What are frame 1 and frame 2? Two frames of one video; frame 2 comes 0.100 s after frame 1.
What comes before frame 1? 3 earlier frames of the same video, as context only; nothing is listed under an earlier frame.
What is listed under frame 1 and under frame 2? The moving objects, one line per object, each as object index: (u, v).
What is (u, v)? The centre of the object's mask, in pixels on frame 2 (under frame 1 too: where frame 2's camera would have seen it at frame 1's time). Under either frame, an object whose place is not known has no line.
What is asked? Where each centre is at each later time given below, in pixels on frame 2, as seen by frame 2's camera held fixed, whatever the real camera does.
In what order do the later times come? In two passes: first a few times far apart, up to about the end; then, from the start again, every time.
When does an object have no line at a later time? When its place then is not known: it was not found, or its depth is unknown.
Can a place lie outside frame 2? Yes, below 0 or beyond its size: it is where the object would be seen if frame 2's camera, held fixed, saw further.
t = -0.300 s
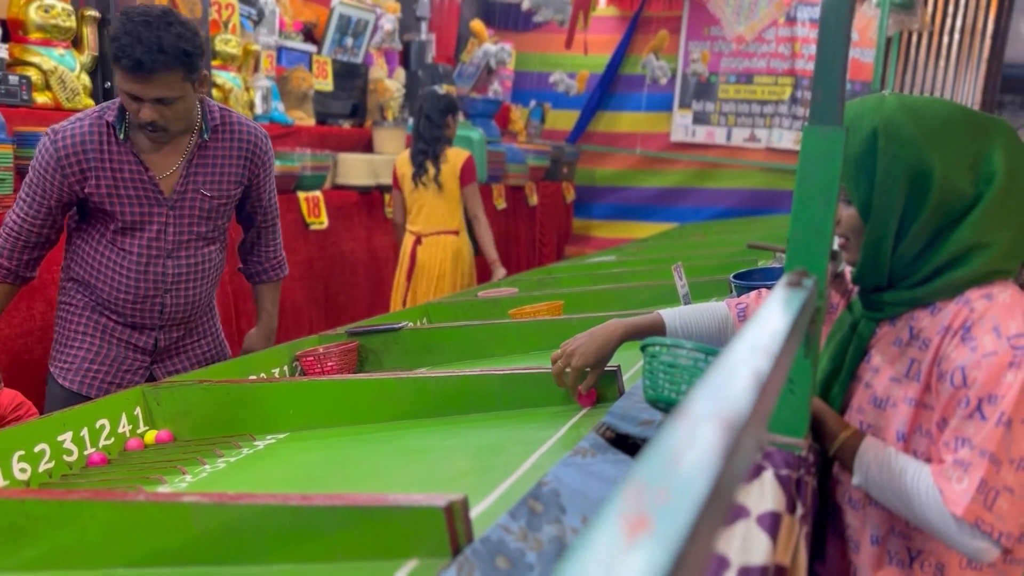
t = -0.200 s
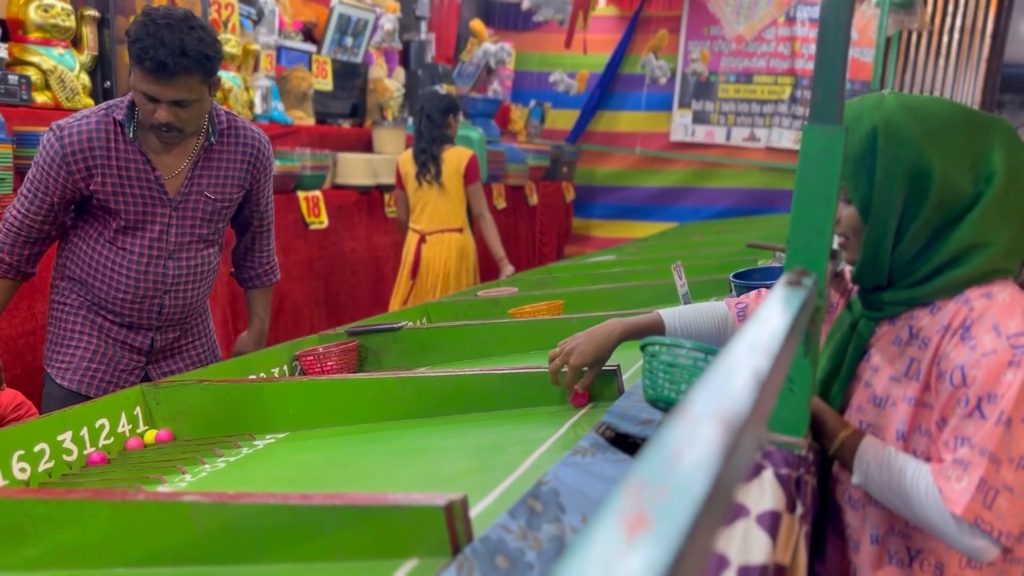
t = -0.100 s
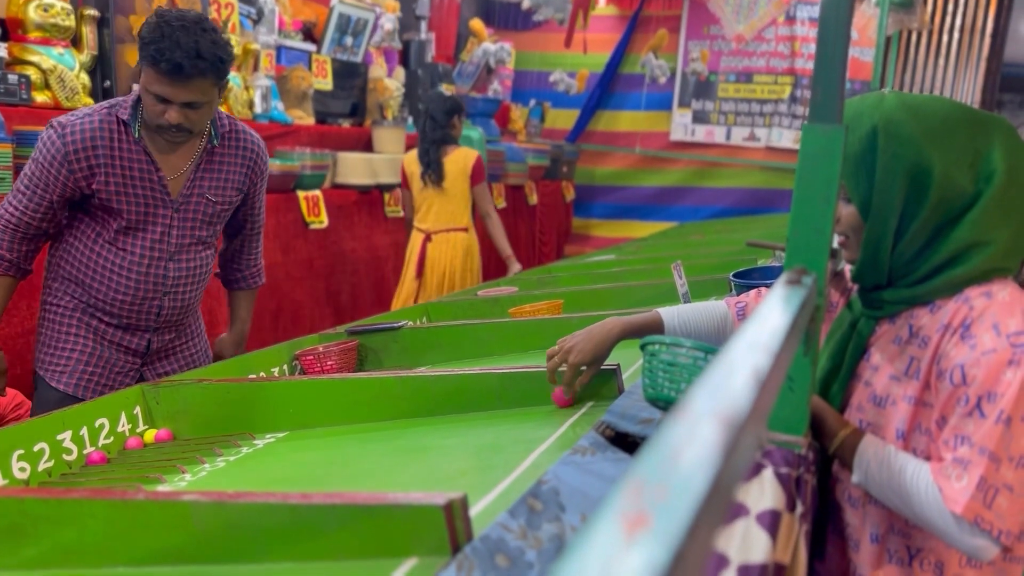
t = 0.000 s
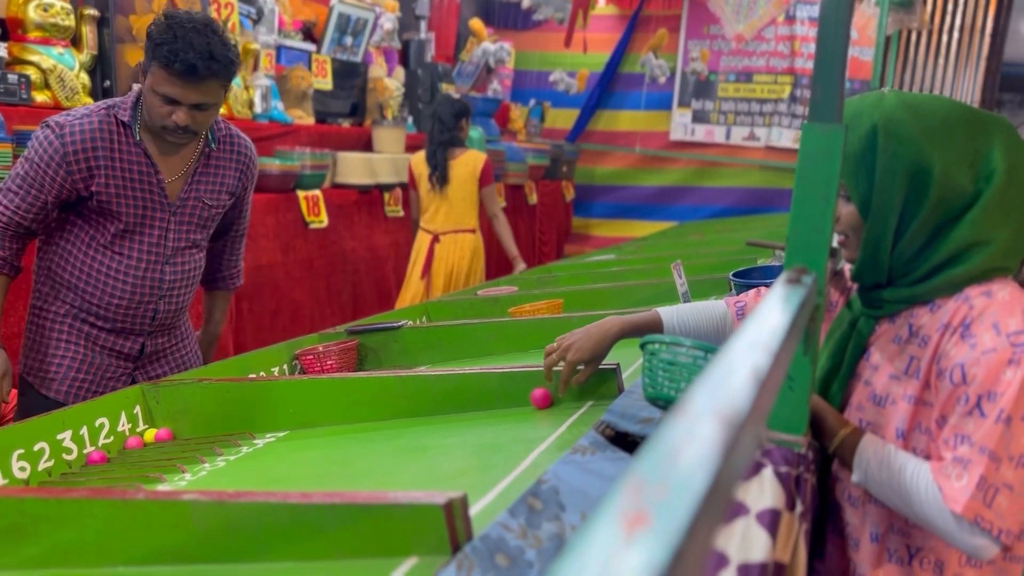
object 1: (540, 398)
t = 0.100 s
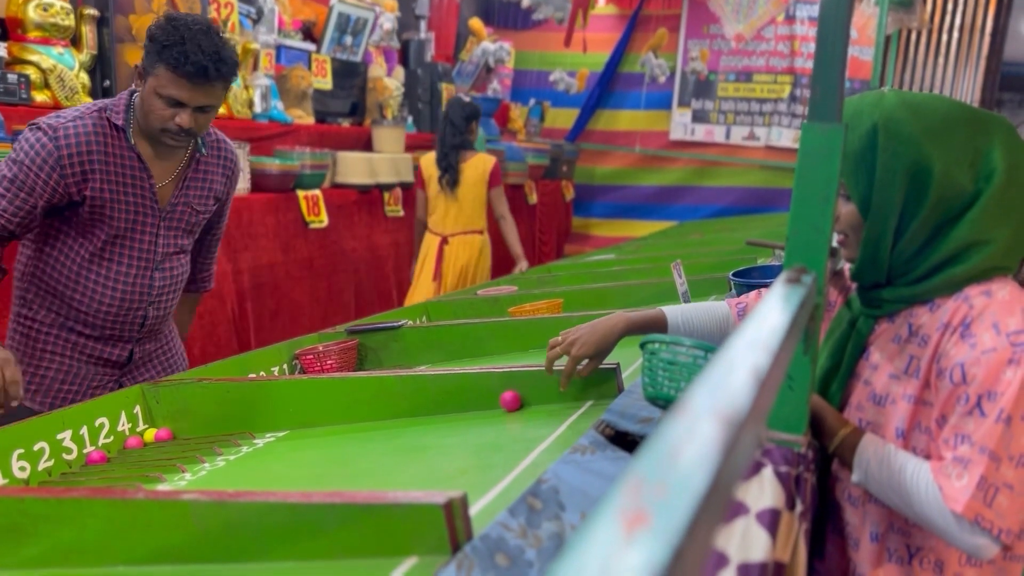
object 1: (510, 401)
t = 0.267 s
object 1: (449, 407)
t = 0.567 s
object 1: (309, 420)
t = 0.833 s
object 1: (180, 430)
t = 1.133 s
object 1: (179, 432)
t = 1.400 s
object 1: (153, 439)
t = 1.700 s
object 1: (148, 441)
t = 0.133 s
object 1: (499, 402)
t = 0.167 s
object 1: (488, 403)
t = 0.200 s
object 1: (476, 404)
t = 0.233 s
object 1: (463, 405)
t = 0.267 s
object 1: (449, 407)
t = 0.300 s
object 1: (436, 408)
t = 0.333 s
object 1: (422, 409)
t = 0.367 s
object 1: (407, 411)
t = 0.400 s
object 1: (391, 413)
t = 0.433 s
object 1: (376, 414)
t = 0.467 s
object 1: (361, 414)
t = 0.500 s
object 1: (343, 416)
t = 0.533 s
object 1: (326, 419)
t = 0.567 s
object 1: (309, 420)
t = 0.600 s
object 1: (292, 422)
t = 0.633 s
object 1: (273, 423)
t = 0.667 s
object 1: (256, 426)
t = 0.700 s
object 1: (241, 423)
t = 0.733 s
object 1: (227, 421)
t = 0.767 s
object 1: (212, 423)
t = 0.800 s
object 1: (196, 428)
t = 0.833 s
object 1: (180, 430)
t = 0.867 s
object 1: (163, 434)
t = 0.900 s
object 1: (150, 440)
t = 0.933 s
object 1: (158, 437)
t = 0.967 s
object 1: (161, 437)
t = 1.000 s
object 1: (166, 435)
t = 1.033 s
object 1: (174, 437)
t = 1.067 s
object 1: (178, 435)
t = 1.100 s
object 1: (178, 431)
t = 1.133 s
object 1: (179, 432)
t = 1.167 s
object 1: (177, 432)
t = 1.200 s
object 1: (174, 435)
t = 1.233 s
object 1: (165, 437)
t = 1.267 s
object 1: (163, 437)
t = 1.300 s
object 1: (156, 440)
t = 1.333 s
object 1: (150, 440)
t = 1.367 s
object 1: (148, 440)
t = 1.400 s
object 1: (153, 439)
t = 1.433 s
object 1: (155, 440)
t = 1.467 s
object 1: (155, 439)
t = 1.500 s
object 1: (153, 440)
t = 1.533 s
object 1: (150, 441)
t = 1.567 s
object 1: (149, 441)
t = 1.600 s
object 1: (150, 441)
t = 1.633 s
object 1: (149, 441)
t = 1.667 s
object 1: (148, 441)
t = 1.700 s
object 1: (148, 441)
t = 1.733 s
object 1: (148, 441)
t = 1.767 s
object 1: (148, 441)
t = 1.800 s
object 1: (148, 441)
